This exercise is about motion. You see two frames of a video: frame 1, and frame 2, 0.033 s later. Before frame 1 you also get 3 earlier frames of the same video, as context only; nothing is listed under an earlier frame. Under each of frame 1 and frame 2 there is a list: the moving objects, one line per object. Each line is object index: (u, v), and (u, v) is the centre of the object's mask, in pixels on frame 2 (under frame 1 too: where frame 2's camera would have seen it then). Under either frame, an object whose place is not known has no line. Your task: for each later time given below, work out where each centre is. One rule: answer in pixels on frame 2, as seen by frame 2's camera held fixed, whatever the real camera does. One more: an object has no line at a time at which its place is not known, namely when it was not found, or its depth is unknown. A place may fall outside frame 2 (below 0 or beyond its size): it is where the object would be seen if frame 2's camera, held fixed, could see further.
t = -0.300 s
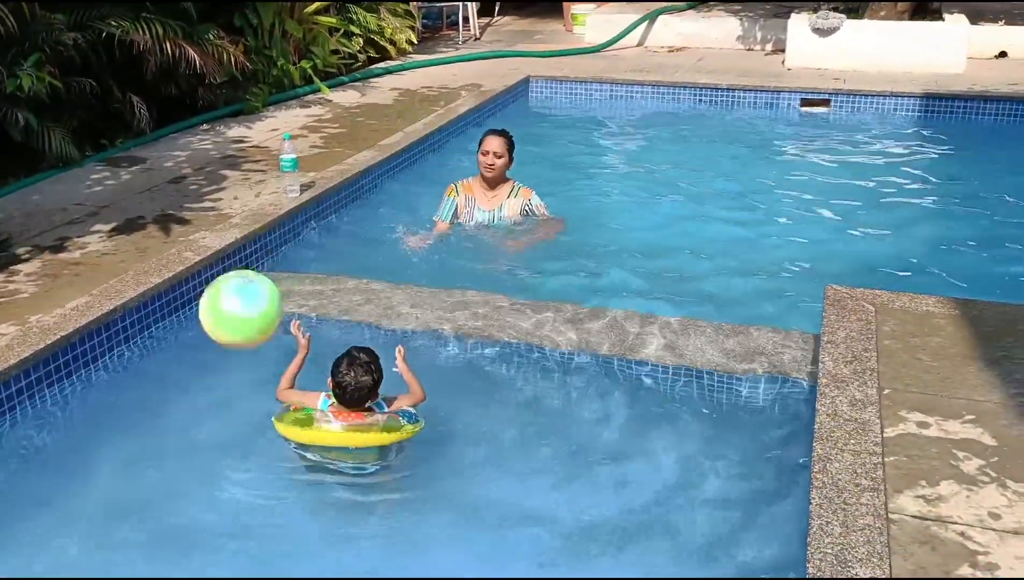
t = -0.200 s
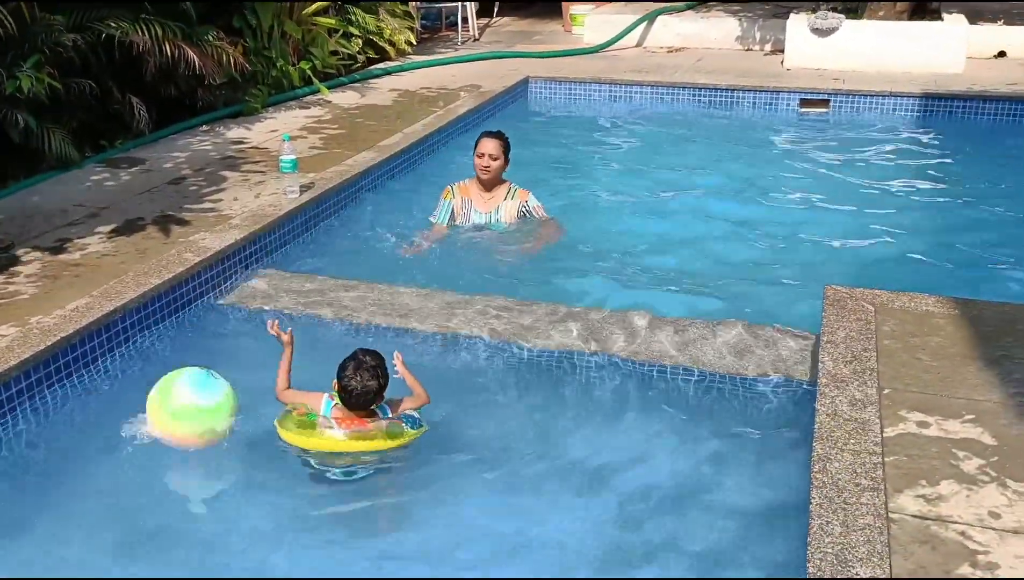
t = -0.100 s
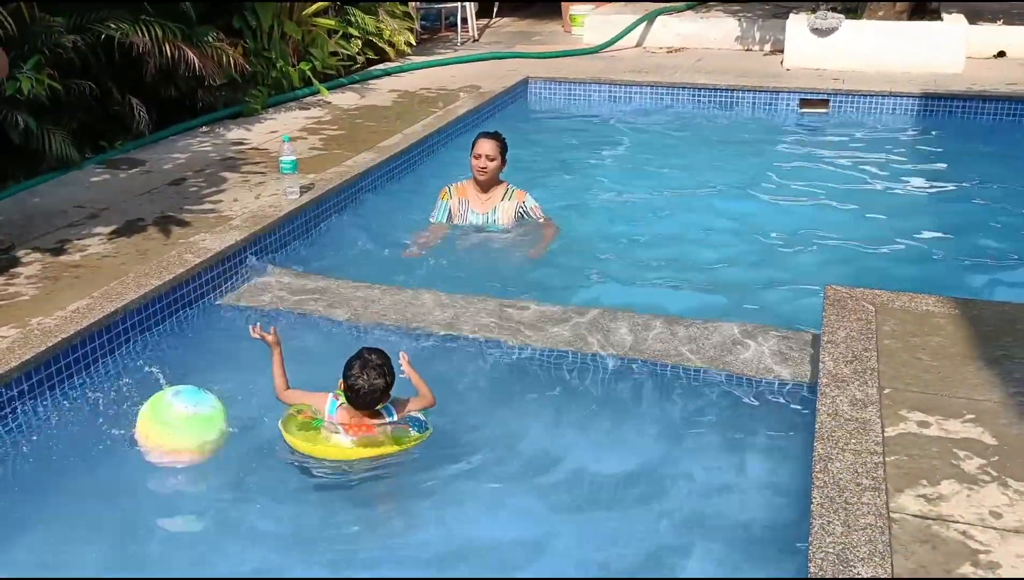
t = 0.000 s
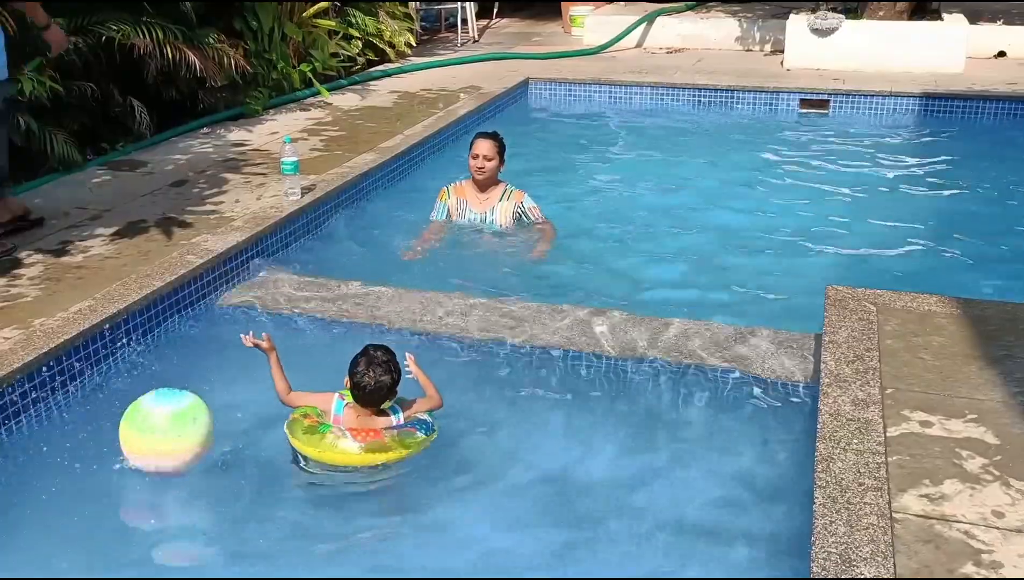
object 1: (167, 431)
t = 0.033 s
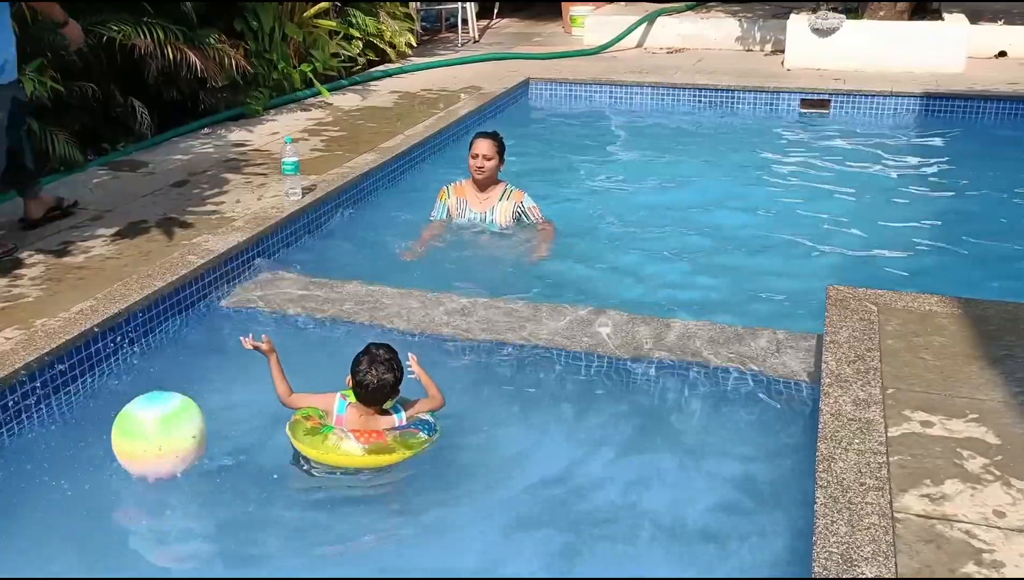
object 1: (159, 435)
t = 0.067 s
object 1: (151, 440)
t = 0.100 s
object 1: (144, 445)
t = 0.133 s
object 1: (139, 450)
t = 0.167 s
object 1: (135, 454)
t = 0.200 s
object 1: (131, 458)
